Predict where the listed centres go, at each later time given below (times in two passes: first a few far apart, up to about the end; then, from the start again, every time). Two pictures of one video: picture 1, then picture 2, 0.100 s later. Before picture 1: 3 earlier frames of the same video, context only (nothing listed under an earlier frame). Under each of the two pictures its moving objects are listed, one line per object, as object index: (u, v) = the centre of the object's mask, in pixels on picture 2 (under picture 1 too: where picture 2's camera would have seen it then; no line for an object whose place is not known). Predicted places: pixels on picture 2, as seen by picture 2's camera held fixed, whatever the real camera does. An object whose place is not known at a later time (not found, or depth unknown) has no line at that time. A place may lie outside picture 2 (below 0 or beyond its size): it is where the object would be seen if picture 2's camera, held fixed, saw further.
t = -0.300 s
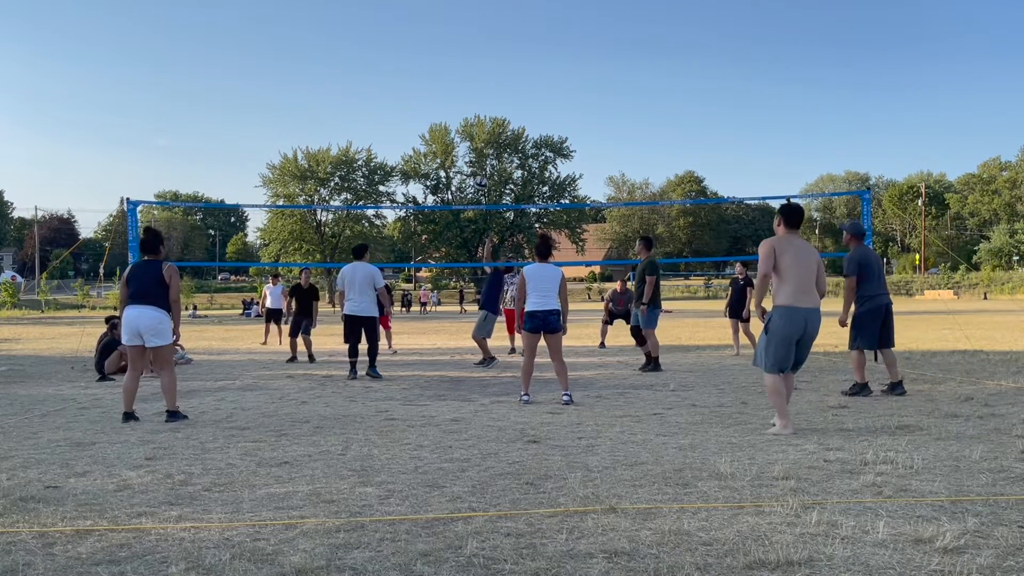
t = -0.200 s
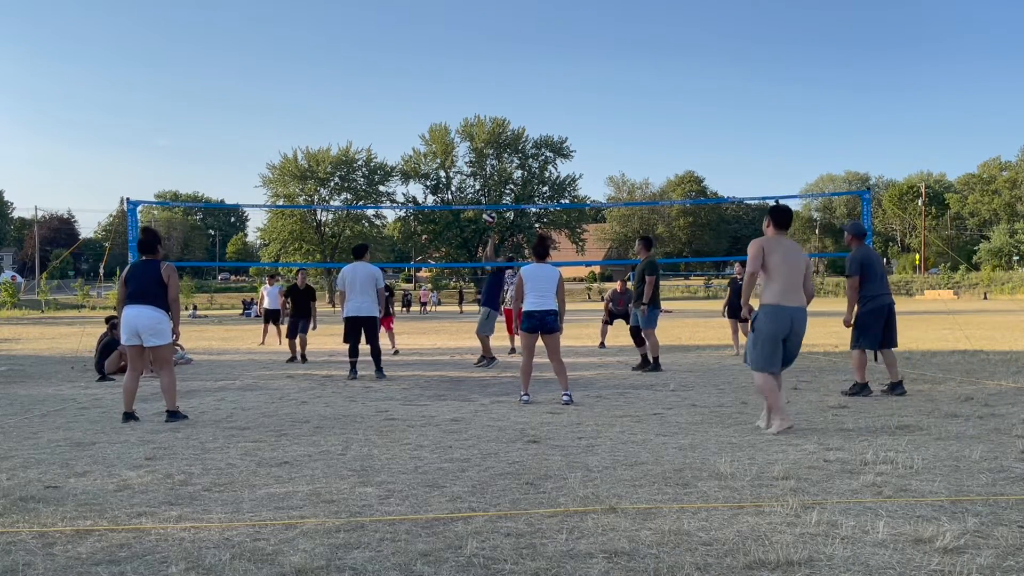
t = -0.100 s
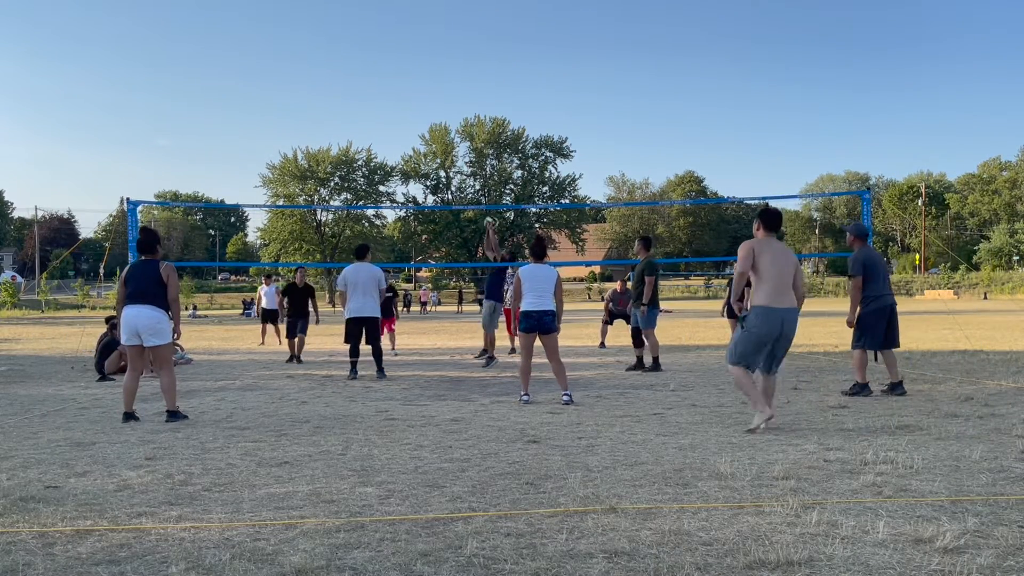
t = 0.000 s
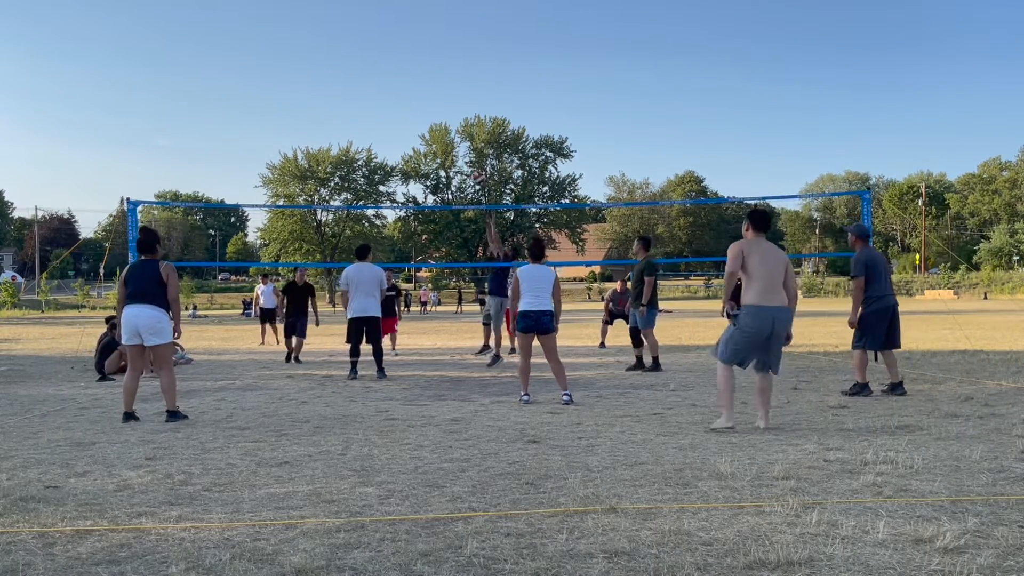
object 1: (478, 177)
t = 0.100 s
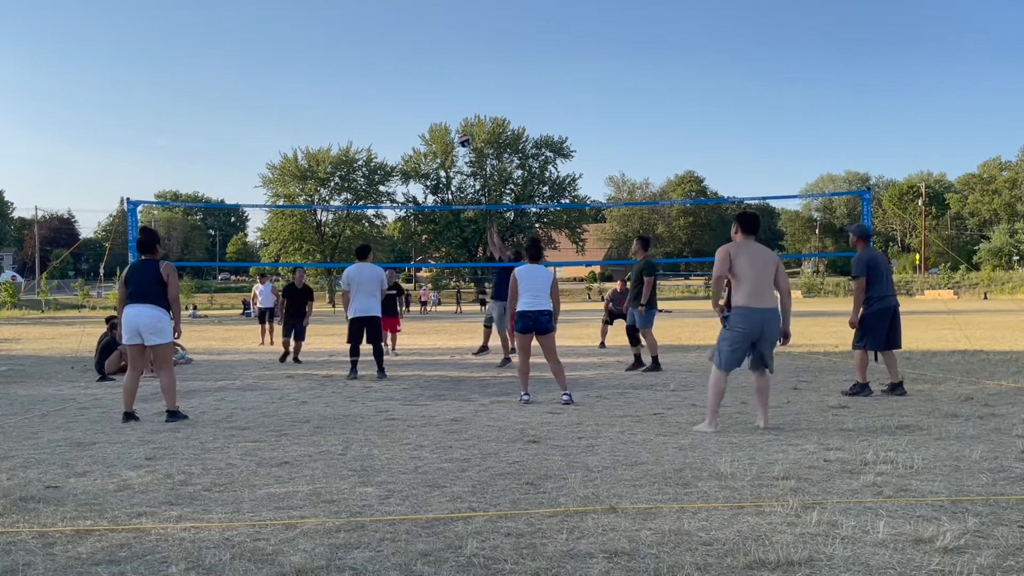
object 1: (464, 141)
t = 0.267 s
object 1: (443, 93)
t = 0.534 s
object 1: (411, 58)
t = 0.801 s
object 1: (381, 70)
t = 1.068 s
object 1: (353, 128)
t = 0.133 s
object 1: (459, 129)
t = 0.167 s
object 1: (456, 119)
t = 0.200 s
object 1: (451, 110)
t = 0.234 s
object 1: (447, 101)
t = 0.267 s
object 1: (443, 93)
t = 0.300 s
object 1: (439, 86)
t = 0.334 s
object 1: (435, 80)
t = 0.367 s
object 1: (431, 74)
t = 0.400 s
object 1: (427, 70)
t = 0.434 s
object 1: (423, 65)
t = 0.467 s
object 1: (419, 62)
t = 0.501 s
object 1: (415, 60)
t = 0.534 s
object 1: (411, 58)
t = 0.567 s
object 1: (407, 57)
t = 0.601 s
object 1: (402, 55)
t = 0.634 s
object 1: (399, 56)
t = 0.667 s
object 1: (395, 58)
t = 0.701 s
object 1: (392, 60)
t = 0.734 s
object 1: (388, 63)
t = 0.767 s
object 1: (384, 66)
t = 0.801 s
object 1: (381, 70)
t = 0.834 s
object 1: (377, 75)
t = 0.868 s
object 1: (373, 80)
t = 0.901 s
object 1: (370, 87)
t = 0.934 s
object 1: (366, 94)
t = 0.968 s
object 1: (363, 101)
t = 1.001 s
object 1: (360, 110)
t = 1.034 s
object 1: (356, 119)
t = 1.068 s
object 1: (353, 128)
